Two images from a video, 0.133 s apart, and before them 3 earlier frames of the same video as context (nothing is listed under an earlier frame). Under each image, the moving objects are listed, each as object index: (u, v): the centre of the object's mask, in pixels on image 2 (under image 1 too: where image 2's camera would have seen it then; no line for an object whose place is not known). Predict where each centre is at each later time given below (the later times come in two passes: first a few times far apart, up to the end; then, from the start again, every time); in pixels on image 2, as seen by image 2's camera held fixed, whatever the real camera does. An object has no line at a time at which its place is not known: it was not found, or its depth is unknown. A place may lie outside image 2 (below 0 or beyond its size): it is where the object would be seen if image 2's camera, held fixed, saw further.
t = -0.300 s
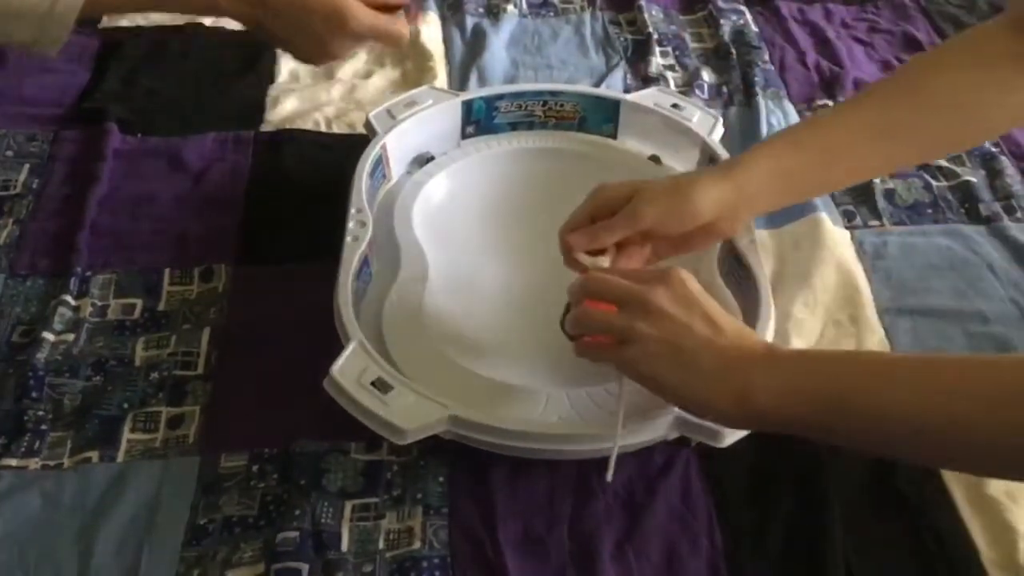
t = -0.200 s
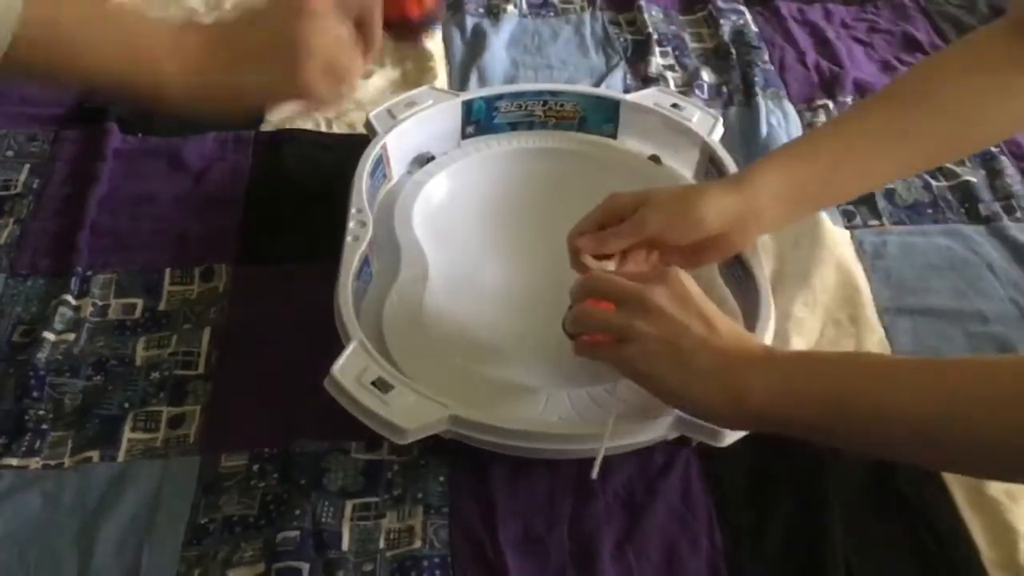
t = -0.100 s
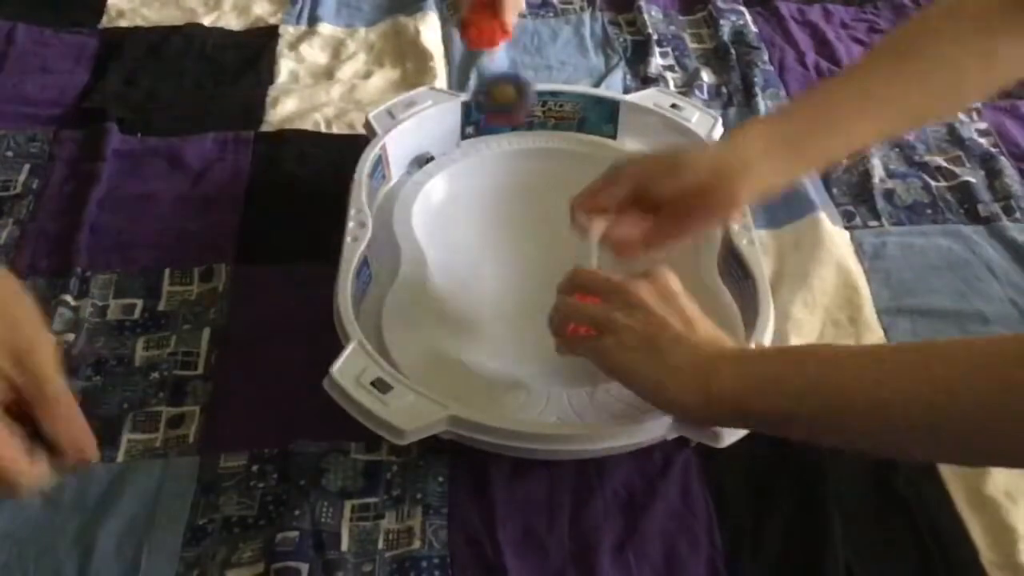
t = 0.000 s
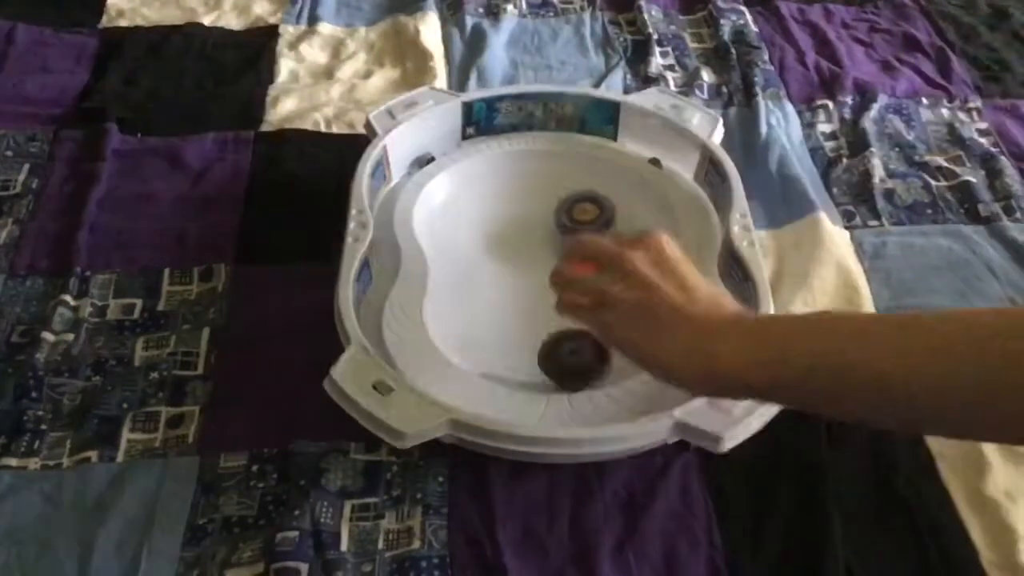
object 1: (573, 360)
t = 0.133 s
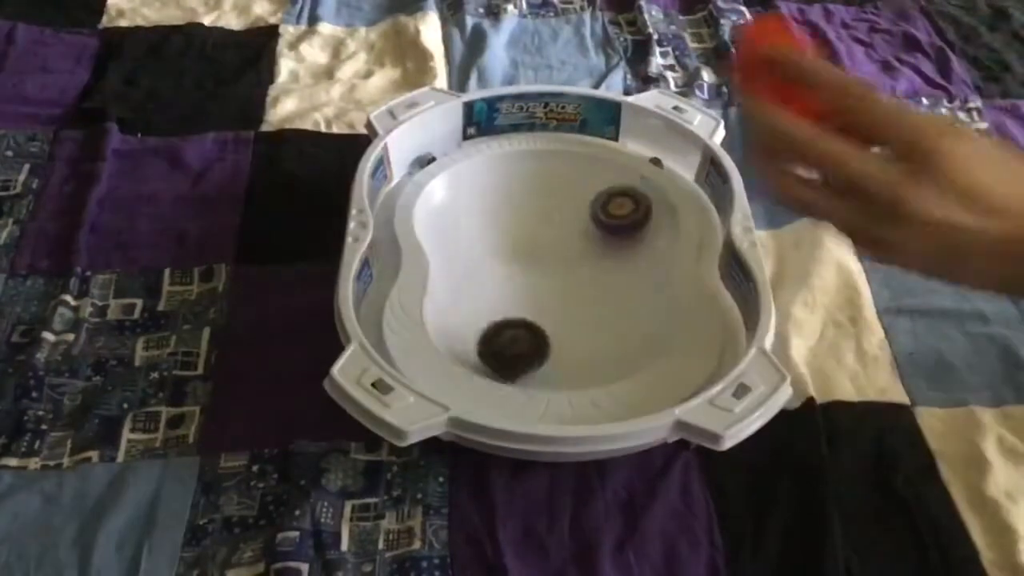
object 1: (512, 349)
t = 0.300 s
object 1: (472, 250)
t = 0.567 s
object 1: (392, 287)
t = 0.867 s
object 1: (520, 393)
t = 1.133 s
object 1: (656, 378)
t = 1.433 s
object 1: (676, 241)
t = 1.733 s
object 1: (523, 162)
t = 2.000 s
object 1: (539, 216)
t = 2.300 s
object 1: (503, 220)
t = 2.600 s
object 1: (558, 162)
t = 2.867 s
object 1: (611, 299)
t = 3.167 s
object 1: (526, 354)
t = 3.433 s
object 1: (512, 216)
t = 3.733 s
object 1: (648, 176)
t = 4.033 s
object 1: (596, 226)
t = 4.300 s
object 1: (540, 199)
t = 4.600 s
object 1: (551, 185)
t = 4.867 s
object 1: (508, 194)
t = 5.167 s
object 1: (480, 212)
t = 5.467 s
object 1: (491, 233)
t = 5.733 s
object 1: (557, 251)
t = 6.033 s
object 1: (639, 321)
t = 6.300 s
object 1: (500, 320)
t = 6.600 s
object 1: (489, 167)
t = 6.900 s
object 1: (456, 216)
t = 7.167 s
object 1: (541, 261)
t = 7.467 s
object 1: (512, 277)
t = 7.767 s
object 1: (483, 280)
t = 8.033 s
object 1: (535, 353)
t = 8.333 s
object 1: (574, 338)
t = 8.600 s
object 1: (637, 282)
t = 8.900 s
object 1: (529, 237)
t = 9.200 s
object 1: (518, 161)
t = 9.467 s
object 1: (521, 173)
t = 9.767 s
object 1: (504, 250)
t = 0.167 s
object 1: (496, 335)
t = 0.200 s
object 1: (484, 316)
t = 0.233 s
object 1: (474, 295)
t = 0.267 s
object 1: (470, 272)
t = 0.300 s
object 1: (472, 250)
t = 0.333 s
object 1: (473, 230)
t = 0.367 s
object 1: (452, 227)
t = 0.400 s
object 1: (438, 220)
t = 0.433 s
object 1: (429, 218)
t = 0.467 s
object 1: (420, 226)
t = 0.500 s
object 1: (412, 244)
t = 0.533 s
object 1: (405, 270)
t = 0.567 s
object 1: (392, 287)
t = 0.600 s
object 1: (390, 303)
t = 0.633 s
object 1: (396, 322)
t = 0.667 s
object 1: (403, 339)
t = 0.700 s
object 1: (418, 353)
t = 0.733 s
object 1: (437, 365)
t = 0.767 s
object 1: (458, 375)
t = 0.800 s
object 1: (479, 383)
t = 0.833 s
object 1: (500, 389)
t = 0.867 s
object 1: (520, 393)
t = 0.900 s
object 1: (539, 396)
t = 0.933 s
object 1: (557, 395)
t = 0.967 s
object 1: (574, 395)
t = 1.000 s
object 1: (591, 394)
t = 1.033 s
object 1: (608, 391)
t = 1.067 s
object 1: (625, 388)
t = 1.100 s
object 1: (641, 384)
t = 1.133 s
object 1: (656, 378)
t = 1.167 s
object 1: (672, 370)
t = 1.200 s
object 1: (685, 362)
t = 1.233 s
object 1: (693, 354)
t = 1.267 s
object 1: (703, 345)
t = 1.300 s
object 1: (708, 336)
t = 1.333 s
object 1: (715, 307)
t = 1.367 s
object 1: (715, 282)
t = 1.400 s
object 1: (694, 261)
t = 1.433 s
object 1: (676, 241)
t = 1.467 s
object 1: (659, 228)
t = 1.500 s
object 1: (640, 225)
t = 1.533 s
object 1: (619, 221)
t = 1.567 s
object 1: (594, 211)
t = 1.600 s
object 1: (574, 200)
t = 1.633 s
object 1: (557, 190)
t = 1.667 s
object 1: (542, 180)
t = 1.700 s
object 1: (531, 170)
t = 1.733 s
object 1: (523, 162)
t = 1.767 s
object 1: (517, 160)
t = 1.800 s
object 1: (515, 163)
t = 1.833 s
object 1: (514, 170)
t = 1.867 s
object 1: (517, 180)
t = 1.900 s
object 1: (521, 190)
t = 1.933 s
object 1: (527, 199)
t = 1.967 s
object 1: (533, 208)
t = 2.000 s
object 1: (539, 216)
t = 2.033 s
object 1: (544, 222)
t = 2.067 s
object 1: (547, 227)
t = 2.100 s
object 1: (548, 230)
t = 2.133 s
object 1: (546, 232)
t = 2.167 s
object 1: (542, 233)
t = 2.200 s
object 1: (535, 232)
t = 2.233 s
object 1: (525, 230)
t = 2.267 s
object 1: (514, 227)
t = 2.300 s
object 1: (503, 220)
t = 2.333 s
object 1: (493, 211)
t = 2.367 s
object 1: (487, 201)
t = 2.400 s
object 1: (484, 189)
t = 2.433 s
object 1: (486, 179)
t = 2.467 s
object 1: (493, 170)
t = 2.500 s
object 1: (505, 164)
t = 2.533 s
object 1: (518, 157)
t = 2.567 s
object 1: (538, 157)
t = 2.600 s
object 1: (558, 162)
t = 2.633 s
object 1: (582, 172)
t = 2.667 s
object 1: (604, 187)
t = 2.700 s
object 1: (622, 202)
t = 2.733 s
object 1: (634, 220)
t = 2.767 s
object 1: (638, 237)
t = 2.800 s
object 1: (635, 254)
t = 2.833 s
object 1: (625, 274)
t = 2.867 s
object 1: (611, 299)
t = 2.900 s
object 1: (592, 321)
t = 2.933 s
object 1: (596, 337)
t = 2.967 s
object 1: (600, 355)
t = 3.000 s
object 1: (595, 355)
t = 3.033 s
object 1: (584, 354)
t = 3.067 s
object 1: (571, 358)
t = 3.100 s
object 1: (557, 359)
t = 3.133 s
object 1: (542, 358)
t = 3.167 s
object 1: (526, 354)
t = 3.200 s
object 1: (512, 352)
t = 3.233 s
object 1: (499, 348)
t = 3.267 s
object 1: (488, 329)
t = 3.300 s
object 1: (485, 305)
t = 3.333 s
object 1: (488, 280)
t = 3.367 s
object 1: (497, 257)
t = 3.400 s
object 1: (504, 237)
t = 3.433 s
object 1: (512, 216)
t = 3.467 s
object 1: (524, 195)
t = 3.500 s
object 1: (538, 176)
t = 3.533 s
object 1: (557, 157)
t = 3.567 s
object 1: (576, 144)
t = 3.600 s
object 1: (595, 143)
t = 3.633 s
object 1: (613, 145)
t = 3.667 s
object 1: (627, 150)
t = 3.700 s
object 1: (637, 161)
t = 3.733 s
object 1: (648, 176)
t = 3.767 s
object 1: (658, 191)
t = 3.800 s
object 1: (653, 206)
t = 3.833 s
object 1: (648, 205)
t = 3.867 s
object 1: (643, 207)
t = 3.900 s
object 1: (634, 211)
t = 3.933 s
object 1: (624, 216)
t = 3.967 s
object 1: (614, 221)
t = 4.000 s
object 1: (605, 225)
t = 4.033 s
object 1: (596, 226)
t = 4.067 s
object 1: (587, 226)
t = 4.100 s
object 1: (579, 225)
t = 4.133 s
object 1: (570, 223)
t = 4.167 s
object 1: (562, 219)
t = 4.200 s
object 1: (553, 215)
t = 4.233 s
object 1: (547, 210)
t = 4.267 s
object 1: (542, 204)
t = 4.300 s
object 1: (540, 199)
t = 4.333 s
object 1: (538, 193)
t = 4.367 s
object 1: (539, 189)
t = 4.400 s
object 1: (540, 186)
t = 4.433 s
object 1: (544, 182)
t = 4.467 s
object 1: (548, 181)
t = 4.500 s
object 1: (554, 181)
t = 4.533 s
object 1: (558, 182)
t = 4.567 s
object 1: (561, 186)
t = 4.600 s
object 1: (551, 185)
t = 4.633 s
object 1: (542, 185)
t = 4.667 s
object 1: (537, 186)
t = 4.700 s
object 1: (532, 187)
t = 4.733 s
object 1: (527, 188)
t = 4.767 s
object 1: (522, 189)
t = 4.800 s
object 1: (517, 190)
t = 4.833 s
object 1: (513, 192)
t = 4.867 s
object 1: (508, 194)
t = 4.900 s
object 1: (503, 196)
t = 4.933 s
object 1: (500, 199)
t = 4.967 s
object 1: (495, 201)
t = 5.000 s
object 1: (492, 203)
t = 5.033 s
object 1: (489, 205)
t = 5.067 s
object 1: (486, 206)
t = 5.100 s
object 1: (484, 208)
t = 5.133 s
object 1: (482, 210)
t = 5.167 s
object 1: (480, 212)
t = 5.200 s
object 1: (480, 214)
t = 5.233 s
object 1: (480, 216)
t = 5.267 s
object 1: (480, 218)
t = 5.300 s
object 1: (482, 221)
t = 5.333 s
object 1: (483, 223)
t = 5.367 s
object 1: (484, 226)
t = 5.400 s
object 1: (487, 229)
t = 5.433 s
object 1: (489, 231)
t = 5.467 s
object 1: (491, 233)
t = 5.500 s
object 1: (493, 236)
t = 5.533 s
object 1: (497, 237)
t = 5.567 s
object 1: (502, 239)
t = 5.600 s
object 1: (511, 241)
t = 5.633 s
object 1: (521, 242)
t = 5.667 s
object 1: (532, 245)
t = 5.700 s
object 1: (544, 248)
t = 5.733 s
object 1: (557, 251)
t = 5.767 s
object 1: (569, 256)
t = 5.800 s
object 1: (583, 261)
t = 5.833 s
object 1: (596, 266)
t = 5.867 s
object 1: (606, 272)
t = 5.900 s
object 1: (615, 279)
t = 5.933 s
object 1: (624, 288)
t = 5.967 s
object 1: (631, 298)
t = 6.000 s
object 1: (636, 309)
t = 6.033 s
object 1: (639, 321)
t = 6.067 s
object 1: (638, 333)
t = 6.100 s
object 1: (625, 343)
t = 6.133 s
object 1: (604, 352)
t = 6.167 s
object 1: (579, 357)
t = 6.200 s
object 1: (553, 355)
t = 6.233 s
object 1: (530, 347)
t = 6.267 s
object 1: (511, 335)
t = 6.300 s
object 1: (500, 320)
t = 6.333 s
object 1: (495, 302)
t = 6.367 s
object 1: (495, 285)
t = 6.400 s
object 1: (496, 268)
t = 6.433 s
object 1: (498, 251)
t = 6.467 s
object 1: (500, 235)
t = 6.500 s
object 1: (503, 218)
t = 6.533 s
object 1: (506, 203)
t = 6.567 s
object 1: (500, 184)
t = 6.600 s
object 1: (489, 167)
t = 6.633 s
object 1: (487, 153)
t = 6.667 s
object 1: (488, 147)
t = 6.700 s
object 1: (492, 150)
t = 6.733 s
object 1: (499, 163)
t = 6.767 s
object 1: (483, 169)
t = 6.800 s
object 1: (468, 179)
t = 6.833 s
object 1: (459, 191)
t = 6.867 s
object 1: (456, 203)
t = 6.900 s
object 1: (456, 216)
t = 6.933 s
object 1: (461, 227)
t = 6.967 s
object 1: (468, 237)
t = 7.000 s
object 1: (479, 243)
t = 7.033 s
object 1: (490, 249)
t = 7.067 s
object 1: (502, 255)
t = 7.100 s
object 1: (515, 258)
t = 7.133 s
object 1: (529, 260)
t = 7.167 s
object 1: (541, 261)
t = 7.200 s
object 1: (551, 259)
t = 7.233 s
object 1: (559, 257)
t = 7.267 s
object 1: (564, 256)
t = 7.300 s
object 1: (567, 253)
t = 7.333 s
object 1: (566, 252)
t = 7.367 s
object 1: (559, 256)
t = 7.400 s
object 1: (544, 265)
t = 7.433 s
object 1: (527, 271)
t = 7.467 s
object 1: (512, 277)
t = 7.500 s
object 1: (500, 279)
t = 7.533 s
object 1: (489, 280)
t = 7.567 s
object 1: (482, 280)
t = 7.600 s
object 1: (478, 279)
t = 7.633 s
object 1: (475, 279)
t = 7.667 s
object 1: (475, 278)
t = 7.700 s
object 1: (476, 277)
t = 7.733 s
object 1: (479, 278)
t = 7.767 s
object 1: (483, 280)
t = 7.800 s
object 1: (489, 285)
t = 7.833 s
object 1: (491, 297)
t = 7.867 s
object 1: (497, 309)
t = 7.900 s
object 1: (505, 319)
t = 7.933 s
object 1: (513, 330)
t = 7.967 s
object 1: (521, 339)
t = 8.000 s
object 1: (529, 347)
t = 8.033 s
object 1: (535, 353)
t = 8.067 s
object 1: (540, 356)
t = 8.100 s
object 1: (543, 358)
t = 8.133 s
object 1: (545, 359)
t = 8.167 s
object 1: (546, 358)
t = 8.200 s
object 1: (547, 357)
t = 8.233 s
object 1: (551, 354)
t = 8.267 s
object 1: (556, 350)
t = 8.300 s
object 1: (564, 345)
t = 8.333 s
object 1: (574, 338)
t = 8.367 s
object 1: (584, 329)
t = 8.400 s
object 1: (595, 321)
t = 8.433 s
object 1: (606, 313)
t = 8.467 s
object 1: (616, 303)
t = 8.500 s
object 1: (627, 294)
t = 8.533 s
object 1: (633, 288)
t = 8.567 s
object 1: (636, 283)
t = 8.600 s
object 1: (637, 282)
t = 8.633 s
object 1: (635, 280)
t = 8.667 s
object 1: (631, 279)
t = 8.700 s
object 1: (622, 277)
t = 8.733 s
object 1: (611, 274)
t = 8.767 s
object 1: (599, 271)
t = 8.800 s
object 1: (583, 267)
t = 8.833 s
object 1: (565, 258)
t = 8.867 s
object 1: (550, 250)
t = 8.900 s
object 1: (529, 237)
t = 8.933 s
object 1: (512, 226)
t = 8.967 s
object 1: (495, 212)
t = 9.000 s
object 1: (484, 196)
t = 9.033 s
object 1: (476, 179)
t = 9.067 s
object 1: (477, 162)
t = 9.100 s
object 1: (482, 152)
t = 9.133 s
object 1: (491, 148)
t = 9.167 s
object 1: (503, 152)
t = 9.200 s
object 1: (518, 161)
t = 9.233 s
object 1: (533, 170)
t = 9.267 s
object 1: (544, 179)
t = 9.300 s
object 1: (535, 170)
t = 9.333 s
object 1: (525, 162)
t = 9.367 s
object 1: (520, 160)
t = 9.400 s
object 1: (517, 162)
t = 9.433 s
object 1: (518, 166)
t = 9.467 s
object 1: (521, 173)
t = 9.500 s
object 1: (522, 181)
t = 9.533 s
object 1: (523, 190)
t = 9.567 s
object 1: (521, 200)
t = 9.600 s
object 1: (519, 210)
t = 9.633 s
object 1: (516, 220)
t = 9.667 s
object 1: (511, 228)
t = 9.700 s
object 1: (508, 237)
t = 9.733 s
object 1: (504, 243)
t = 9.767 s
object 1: (504, 250)
